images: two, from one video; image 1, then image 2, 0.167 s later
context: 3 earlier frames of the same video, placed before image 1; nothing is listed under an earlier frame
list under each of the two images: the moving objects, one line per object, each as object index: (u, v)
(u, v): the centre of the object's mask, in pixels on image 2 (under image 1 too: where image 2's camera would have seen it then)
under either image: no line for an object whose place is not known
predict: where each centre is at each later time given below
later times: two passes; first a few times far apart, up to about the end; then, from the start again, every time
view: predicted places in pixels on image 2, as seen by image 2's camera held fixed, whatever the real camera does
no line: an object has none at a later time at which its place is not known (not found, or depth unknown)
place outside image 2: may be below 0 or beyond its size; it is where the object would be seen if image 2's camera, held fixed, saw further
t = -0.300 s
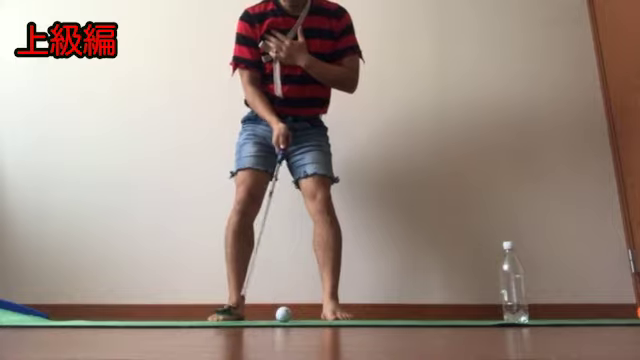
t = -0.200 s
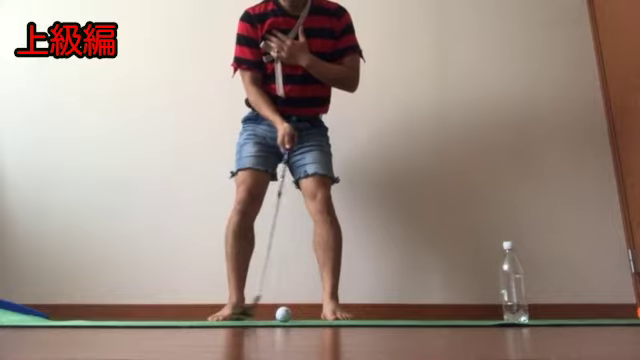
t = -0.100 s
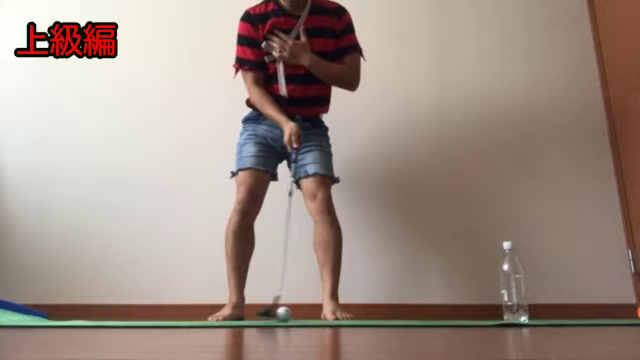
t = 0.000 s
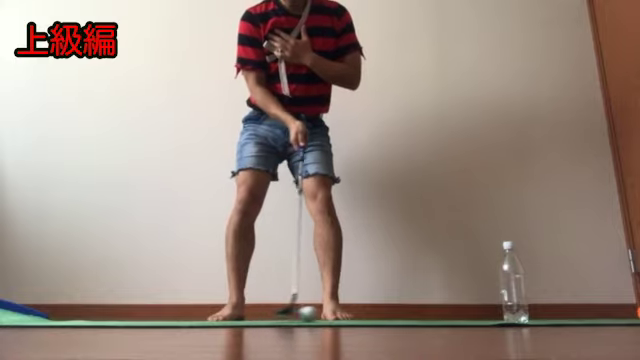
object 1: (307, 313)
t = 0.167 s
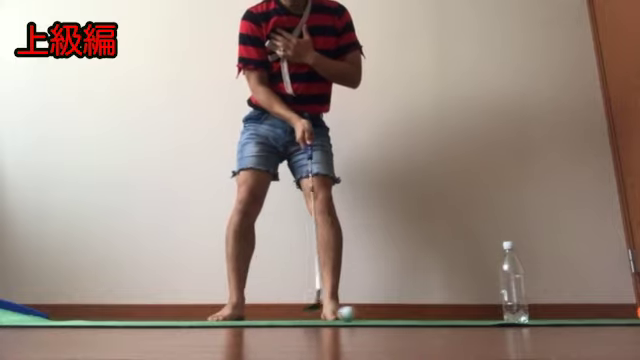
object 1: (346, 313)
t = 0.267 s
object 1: (368, 313)
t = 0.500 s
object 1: (417, 313)
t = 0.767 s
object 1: (467, 314)
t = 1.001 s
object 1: (500, 314)
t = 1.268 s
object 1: (506, 314)
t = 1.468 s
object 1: (508, 314)
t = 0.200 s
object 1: (353, 313)
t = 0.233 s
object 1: (360, 313)
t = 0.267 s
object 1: (368, 313)
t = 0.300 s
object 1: (376, 313)
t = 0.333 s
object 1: (383, 313)
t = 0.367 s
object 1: (390, 313)
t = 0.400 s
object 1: (397, 313)
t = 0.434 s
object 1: (404, 314)
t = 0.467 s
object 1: (411, 314)
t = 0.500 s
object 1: (417, 313)
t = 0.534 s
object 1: (424, 313)
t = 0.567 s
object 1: (431, 314)
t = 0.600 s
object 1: (437, 314)
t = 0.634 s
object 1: (443, 314)
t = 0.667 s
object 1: (449, 314)
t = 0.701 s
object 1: (455, 314)
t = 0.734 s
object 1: (461, 314)
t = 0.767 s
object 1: (467, 314)
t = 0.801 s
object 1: (473, 314)
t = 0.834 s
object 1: (479, 314)
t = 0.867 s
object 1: (484, 314)
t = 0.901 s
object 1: (490, 314)
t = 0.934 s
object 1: (495, 314)
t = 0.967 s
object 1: (499, 314)
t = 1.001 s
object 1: (500, 314)
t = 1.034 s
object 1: (501, 314)
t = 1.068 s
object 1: (502, 314)
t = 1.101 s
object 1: (503, 314)
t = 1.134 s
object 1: (504, 314)
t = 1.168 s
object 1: (505, 314)
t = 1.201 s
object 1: (505, 314)
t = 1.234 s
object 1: (505, 314)
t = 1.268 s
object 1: (506, 314)
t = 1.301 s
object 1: (507, 314)
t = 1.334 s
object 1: (507, 314)
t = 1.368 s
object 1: (508, 314)
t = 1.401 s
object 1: (508, 314)
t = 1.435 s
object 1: (508, 314)
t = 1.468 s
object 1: (508, 314)
